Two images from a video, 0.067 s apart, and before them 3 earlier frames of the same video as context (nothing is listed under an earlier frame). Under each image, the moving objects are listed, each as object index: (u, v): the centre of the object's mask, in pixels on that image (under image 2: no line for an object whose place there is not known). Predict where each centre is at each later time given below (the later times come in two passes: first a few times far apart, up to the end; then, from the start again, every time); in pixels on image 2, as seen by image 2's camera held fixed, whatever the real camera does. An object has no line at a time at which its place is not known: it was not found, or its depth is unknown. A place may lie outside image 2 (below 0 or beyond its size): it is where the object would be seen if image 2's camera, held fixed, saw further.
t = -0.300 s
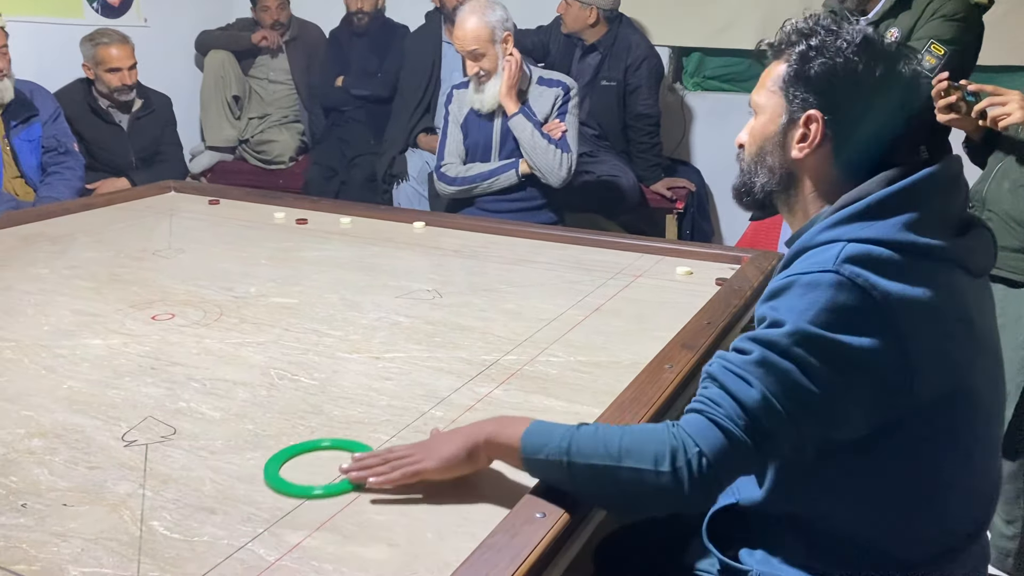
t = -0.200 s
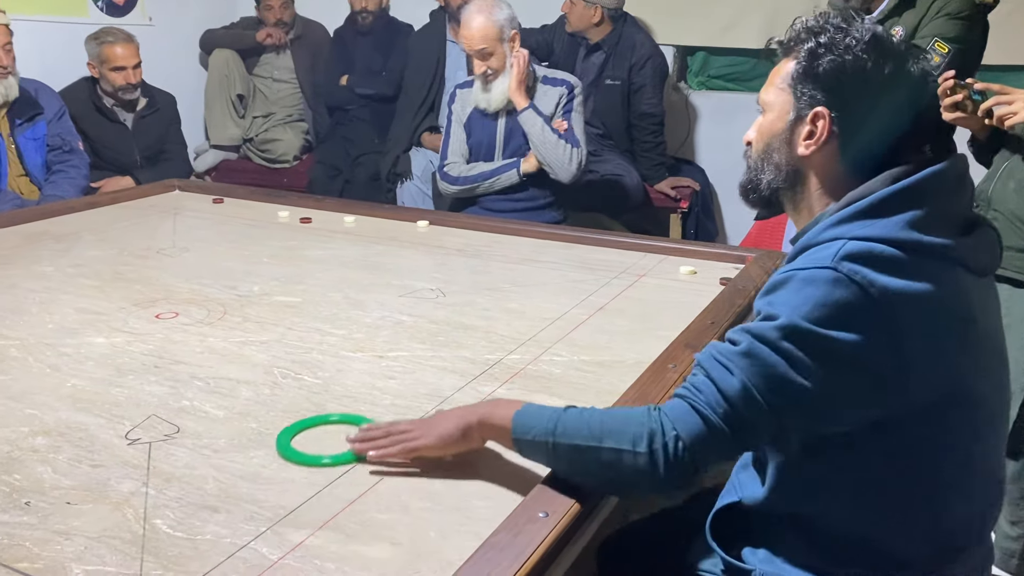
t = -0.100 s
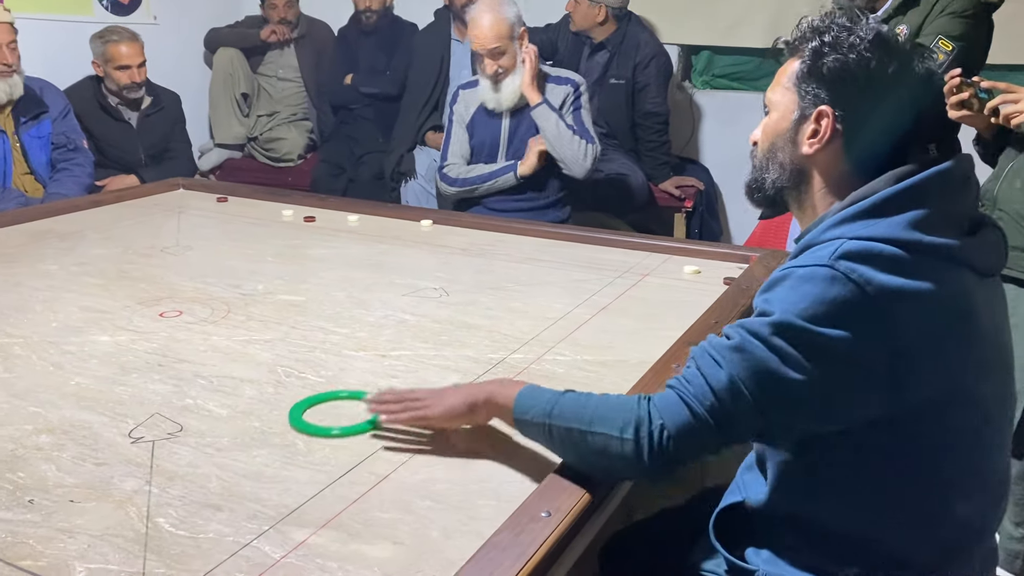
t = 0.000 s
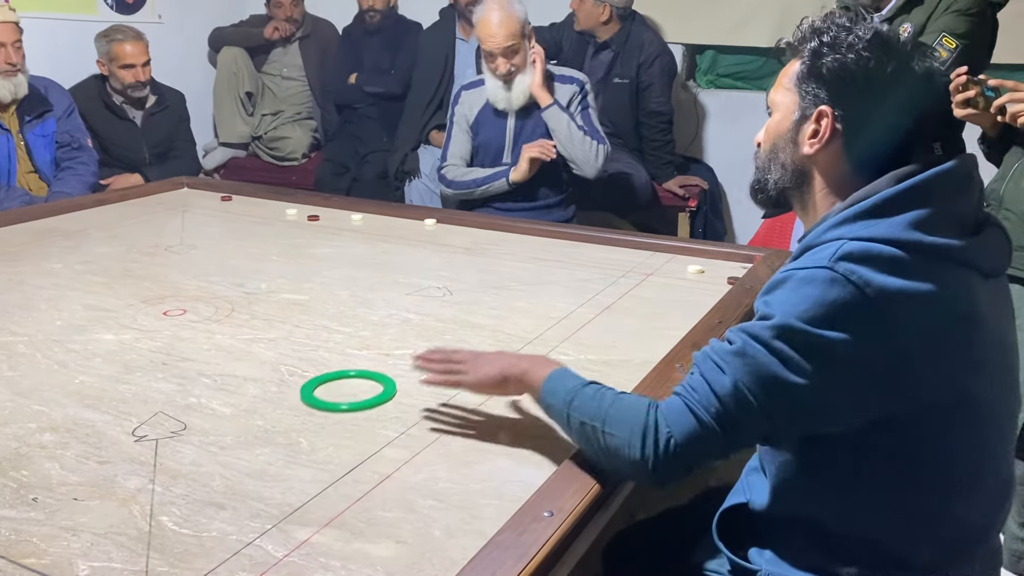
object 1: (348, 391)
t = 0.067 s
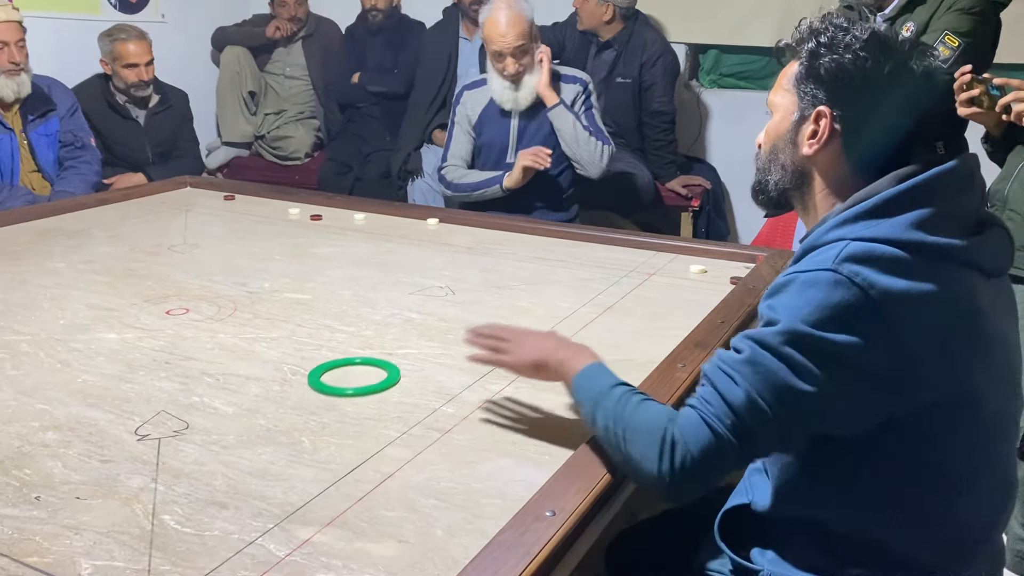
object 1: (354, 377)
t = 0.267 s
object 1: (362, 343)
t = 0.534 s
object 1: (372, 307)
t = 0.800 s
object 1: (380, 279)
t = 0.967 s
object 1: (385, 264)
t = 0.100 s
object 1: (355, 371)
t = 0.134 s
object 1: (357, 365)
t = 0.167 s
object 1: (358, 359)
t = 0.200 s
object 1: (360, 353)
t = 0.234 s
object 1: (361, 348)
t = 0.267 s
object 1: (362, 343)
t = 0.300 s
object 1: (364, 338)
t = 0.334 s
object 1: (365, 333)
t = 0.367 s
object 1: (366, 328)
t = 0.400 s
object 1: (368, 324)
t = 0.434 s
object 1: (369, 320)
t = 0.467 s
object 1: (370, 315)
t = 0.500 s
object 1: (371, 311)
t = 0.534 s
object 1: (372, 307)
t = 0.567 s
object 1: (373, 303)
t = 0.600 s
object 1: (374, 300)
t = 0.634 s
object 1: (375, 296)
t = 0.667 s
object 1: (376, 292)
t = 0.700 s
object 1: (377, 289)
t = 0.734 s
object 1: (378, 285)
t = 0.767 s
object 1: (379, 282)
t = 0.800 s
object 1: (380, 279)
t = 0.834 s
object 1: (381, 276)
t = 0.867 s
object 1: (382, 273)
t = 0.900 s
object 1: (383, 270)
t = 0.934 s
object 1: (384, 267)
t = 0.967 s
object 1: (385, 264)
